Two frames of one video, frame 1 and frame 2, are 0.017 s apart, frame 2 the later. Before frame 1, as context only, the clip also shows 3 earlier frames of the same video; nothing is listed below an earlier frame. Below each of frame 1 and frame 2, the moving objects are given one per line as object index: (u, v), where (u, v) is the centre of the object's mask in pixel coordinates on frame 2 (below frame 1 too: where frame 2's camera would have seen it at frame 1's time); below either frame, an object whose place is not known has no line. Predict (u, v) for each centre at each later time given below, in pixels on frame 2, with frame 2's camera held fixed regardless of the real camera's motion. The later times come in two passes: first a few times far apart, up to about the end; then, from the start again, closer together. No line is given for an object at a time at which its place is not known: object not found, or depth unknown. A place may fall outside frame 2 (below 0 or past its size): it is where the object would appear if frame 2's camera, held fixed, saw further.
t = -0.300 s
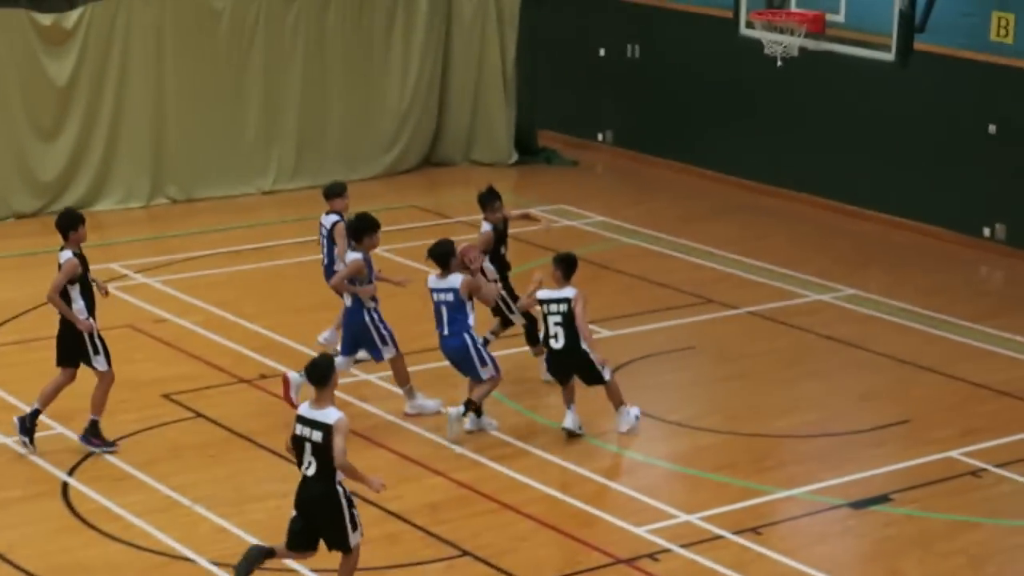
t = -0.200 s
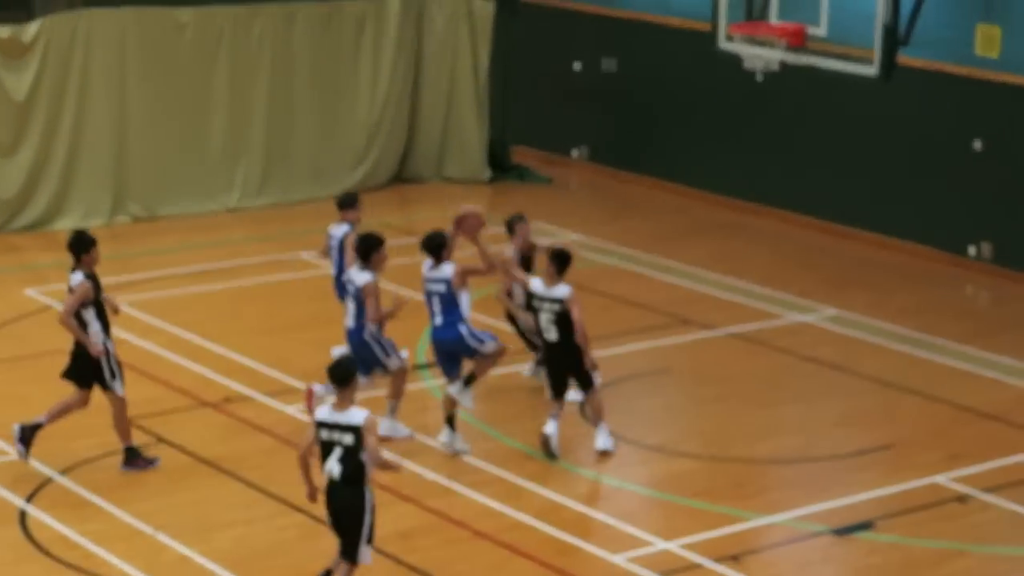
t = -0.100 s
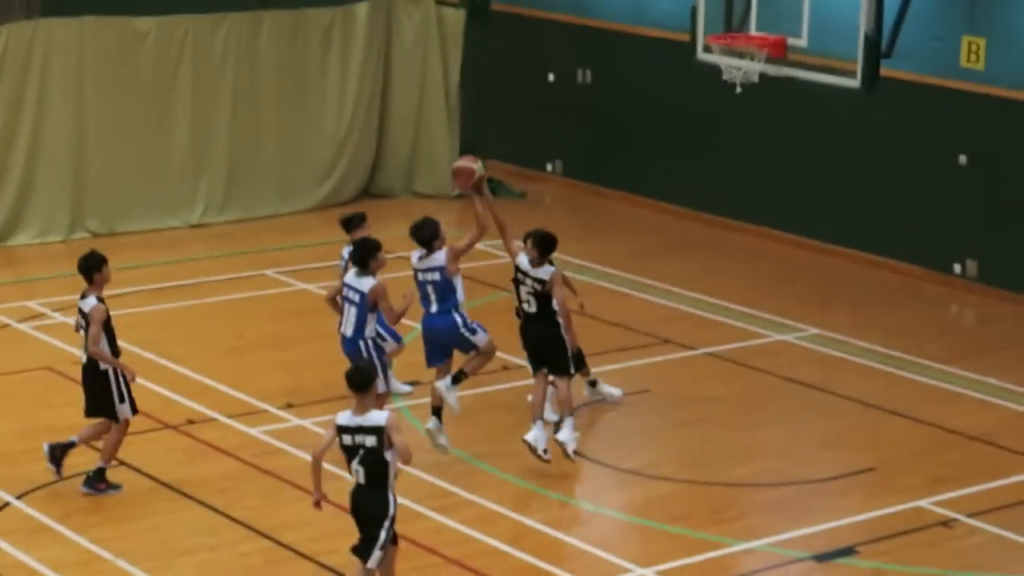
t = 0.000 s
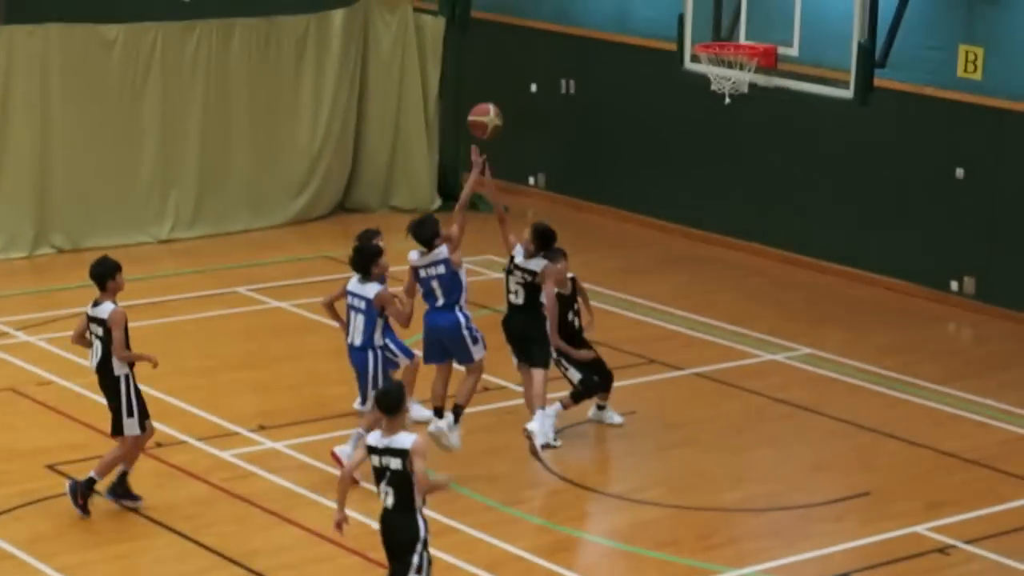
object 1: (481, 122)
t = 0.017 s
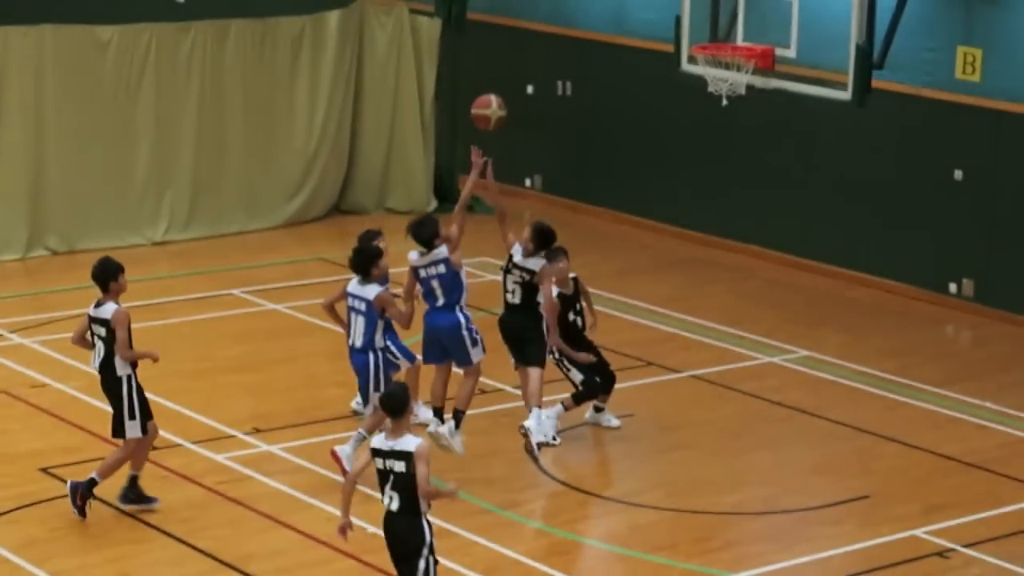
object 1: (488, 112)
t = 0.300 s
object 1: (604, 5)
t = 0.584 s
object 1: (709, 12)
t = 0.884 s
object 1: (679, 19)
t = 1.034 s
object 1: (627, 39)
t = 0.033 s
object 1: (495, 102)
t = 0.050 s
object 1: (503, 92)
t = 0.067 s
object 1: (510, 83)
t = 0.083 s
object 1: (517, 76)
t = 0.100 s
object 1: (523, 66)
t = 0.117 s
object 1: (530, 58)
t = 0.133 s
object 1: (537, 52)
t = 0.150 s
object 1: (545, 45)
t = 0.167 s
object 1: (552, 38)
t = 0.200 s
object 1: (565, 27)
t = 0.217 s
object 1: (572, 23)
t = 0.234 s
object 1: (578, 16)
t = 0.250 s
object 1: (585, 12)
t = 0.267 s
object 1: (591, 9)
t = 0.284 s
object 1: (597, 7)
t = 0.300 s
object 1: (604, 5)
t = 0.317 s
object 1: (611, 0)
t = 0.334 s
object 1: (617, -1)
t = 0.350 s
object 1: (623, -3)
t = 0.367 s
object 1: (629, -4)
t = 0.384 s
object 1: (635, -5)
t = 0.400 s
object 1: (642, -6)
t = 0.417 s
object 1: (649, -6)
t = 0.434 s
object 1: (655, -6)
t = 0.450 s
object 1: (660, -5)
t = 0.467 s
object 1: (667, -5)
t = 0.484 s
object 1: (674, -4)
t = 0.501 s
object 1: (680, -2)
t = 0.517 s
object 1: (686, 0)
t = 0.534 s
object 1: (692, 3)
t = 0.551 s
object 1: (698, 5)
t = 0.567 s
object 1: (703, 8)
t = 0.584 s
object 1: (709, 12)
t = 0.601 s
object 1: (715, 16)
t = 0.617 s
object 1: (720, 21)
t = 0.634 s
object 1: (726, 25)
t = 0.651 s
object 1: (732, 30)
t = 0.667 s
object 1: (738, 35)
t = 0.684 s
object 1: (742, 38)
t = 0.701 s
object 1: (737, 36)
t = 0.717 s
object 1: (732, 33)
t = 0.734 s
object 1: (726, 29)
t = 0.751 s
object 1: (721, 27)
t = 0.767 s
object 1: (716, 26)
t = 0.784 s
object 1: (712, 25)
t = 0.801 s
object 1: (706, 21)
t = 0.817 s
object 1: (701, 20)
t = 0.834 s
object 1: (695, 19)
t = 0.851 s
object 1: (690, 19)
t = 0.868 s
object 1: (684, 19)
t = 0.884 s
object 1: (679, 19)
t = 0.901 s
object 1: (673, 19)
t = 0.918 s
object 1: (667, 20)
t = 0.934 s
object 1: (661, 22)
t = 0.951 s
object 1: (655, 25)
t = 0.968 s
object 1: (649, 26)
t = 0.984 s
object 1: (643, 29)
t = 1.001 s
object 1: (637, 32)
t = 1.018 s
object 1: (632, 35)
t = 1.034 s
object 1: (627, 39)
